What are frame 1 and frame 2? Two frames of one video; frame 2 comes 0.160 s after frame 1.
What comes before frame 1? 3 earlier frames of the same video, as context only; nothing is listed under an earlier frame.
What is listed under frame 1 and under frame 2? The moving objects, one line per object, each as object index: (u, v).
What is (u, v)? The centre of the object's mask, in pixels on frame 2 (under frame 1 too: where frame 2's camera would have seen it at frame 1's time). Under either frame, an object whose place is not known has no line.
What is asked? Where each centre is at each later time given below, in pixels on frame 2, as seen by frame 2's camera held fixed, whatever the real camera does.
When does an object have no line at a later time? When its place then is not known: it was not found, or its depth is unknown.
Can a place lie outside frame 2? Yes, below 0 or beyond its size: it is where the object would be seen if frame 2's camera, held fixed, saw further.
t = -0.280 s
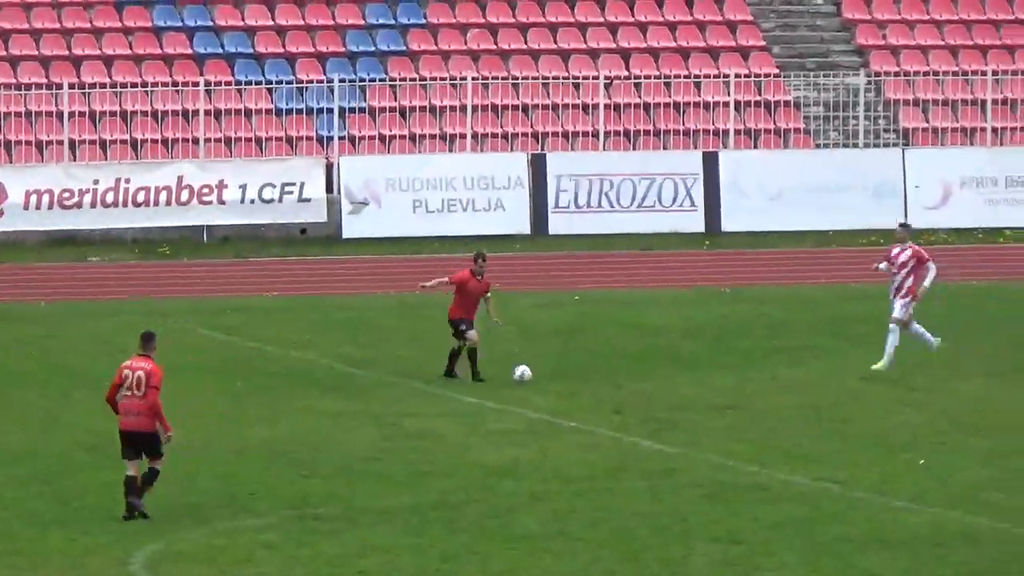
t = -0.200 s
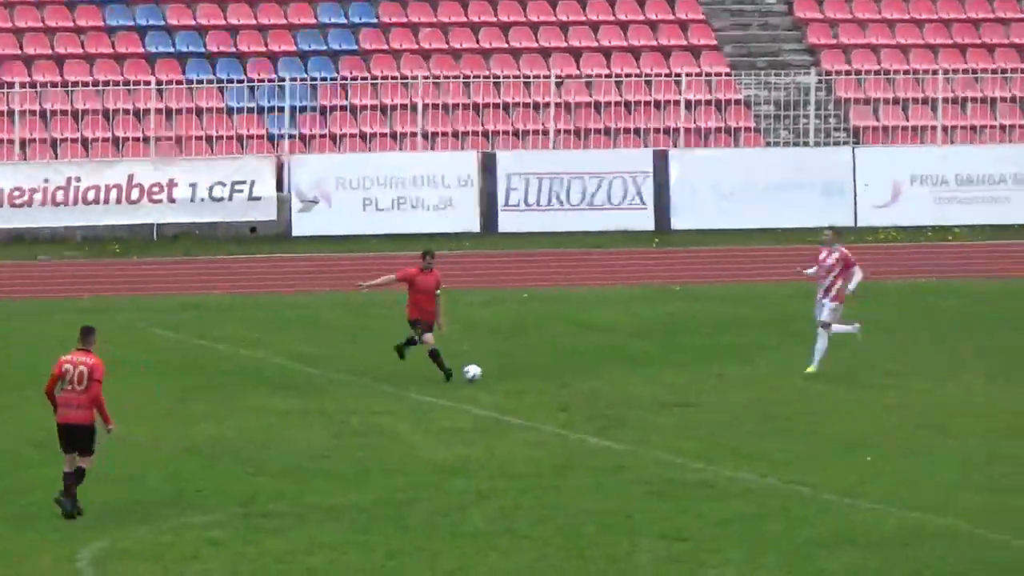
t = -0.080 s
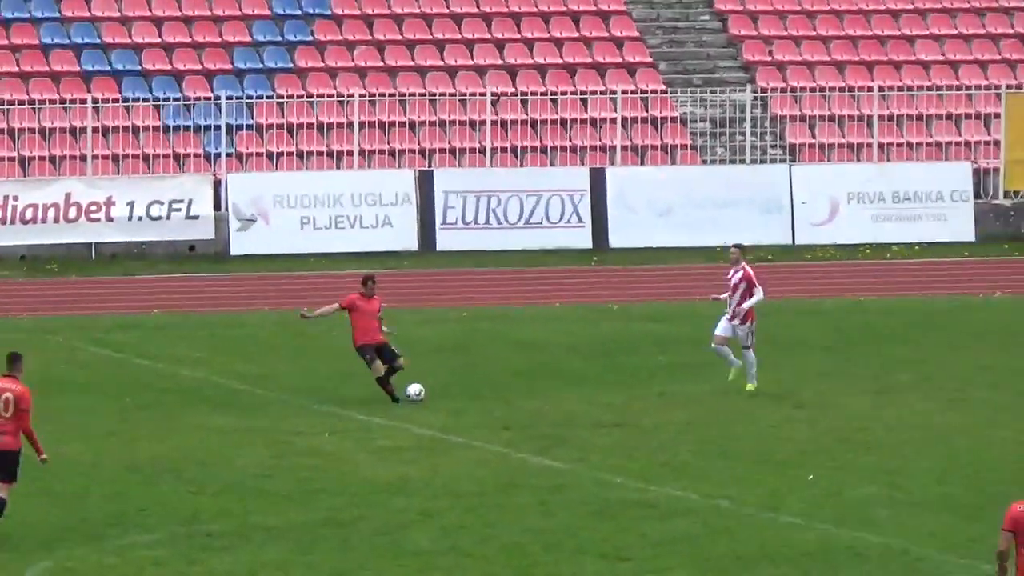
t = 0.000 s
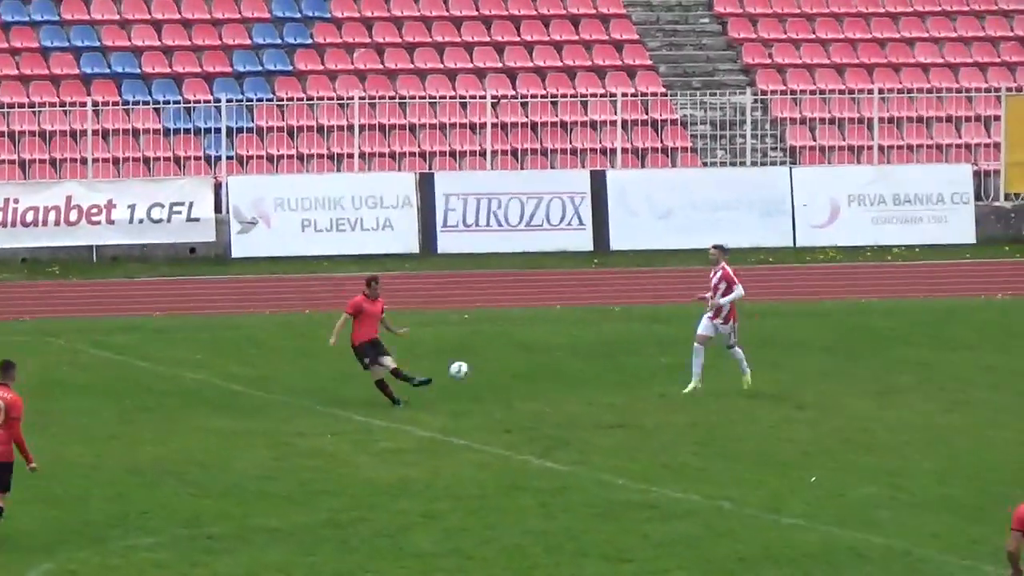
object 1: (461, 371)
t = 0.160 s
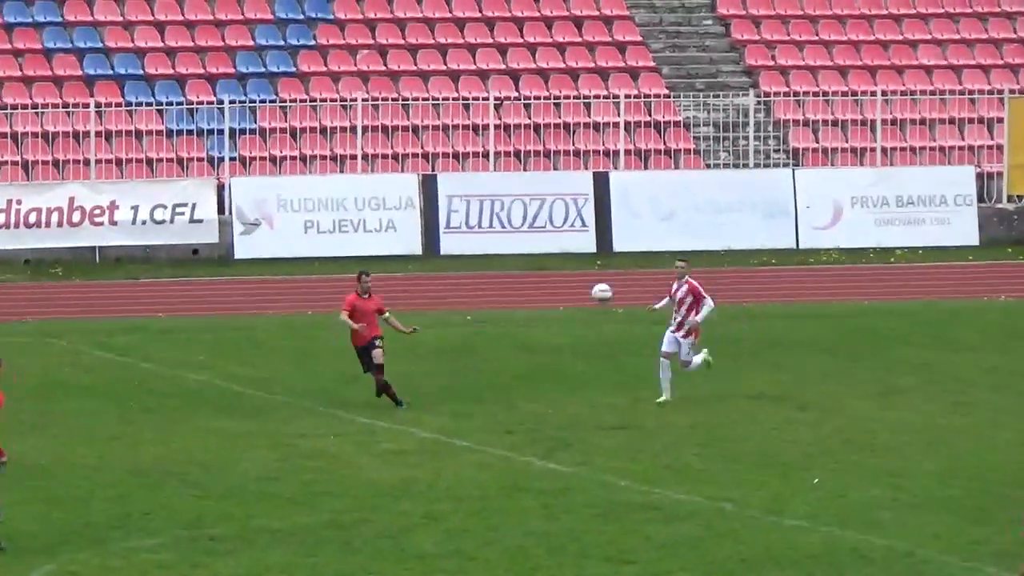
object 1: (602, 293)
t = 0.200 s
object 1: (635, 272)
